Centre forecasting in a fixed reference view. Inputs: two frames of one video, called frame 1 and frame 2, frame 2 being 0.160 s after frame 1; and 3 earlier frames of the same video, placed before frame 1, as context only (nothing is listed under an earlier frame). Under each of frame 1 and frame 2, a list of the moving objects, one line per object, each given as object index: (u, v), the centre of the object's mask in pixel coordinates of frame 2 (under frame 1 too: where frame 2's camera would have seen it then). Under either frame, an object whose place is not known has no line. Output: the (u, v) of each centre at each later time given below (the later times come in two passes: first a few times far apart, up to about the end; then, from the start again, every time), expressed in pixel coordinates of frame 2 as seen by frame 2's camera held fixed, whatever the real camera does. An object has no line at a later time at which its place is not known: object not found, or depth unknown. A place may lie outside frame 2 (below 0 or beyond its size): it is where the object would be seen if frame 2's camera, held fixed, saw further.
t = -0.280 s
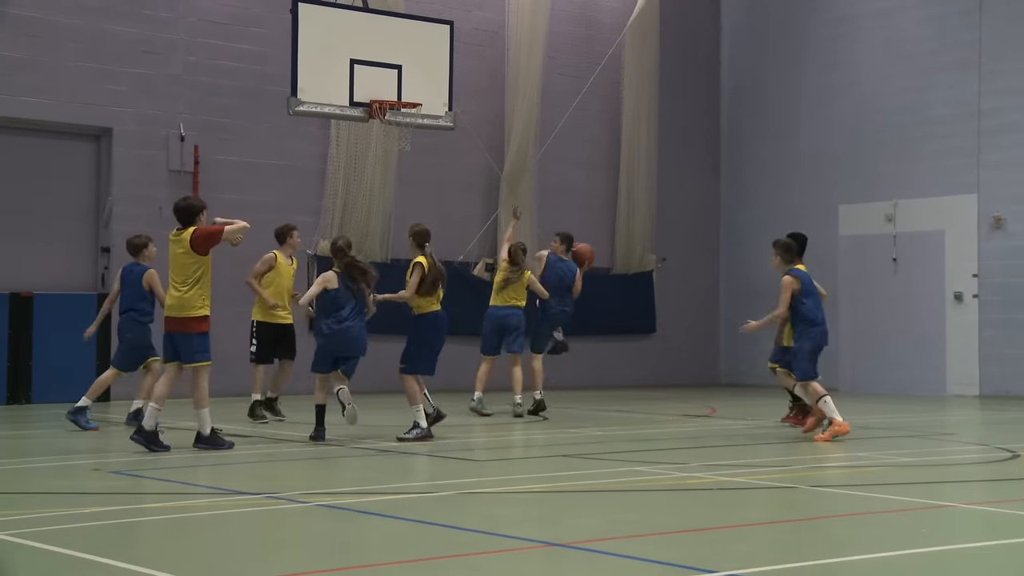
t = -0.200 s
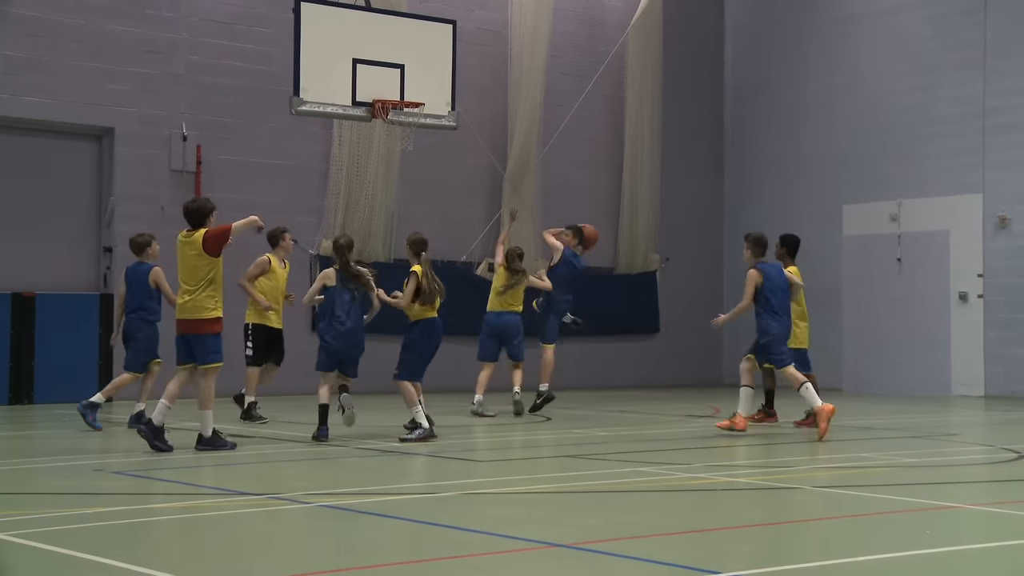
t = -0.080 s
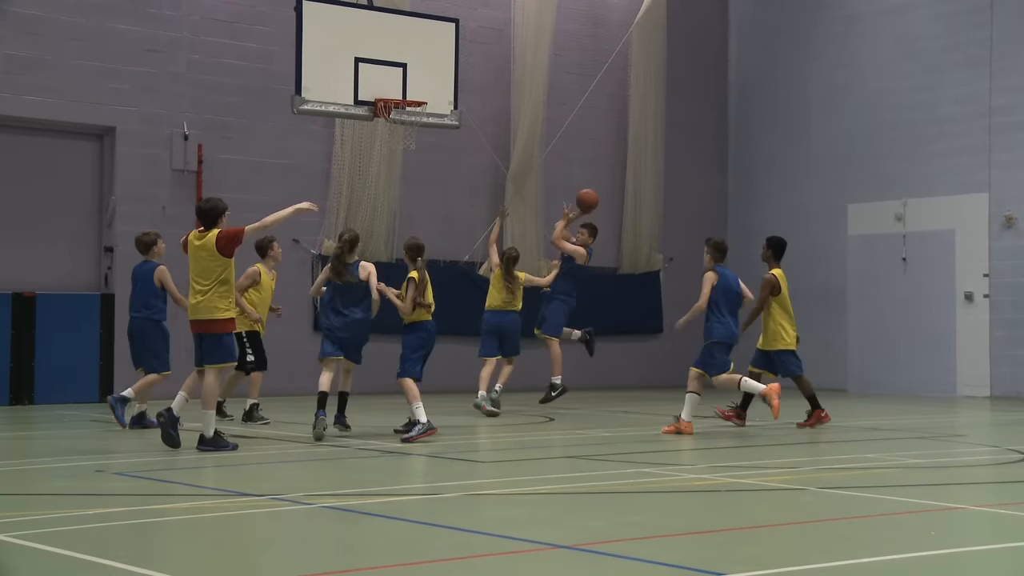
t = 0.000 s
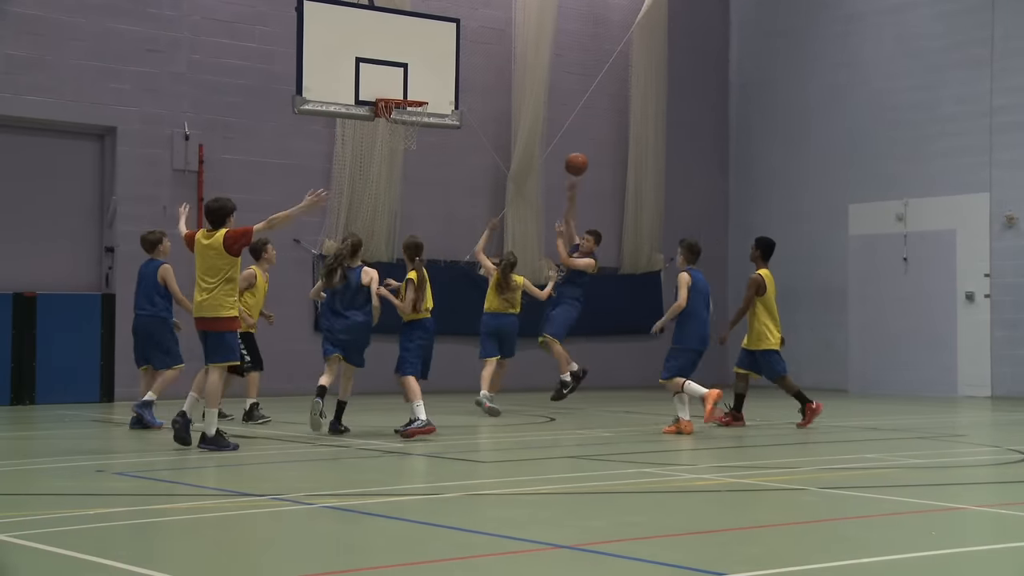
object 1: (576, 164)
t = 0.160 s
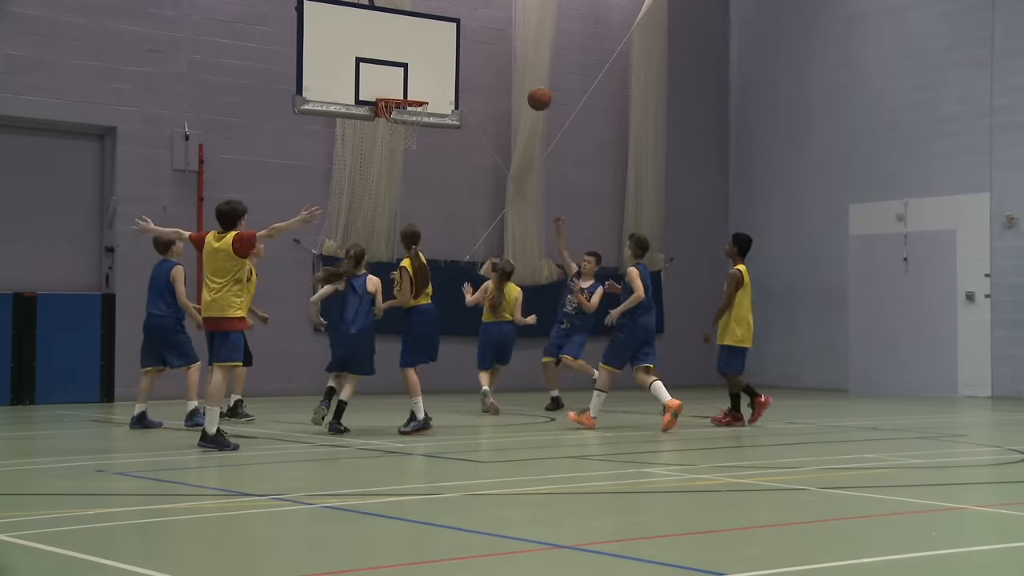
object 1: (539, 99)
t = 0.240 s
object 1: (520, 74)
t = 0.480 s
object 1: (457, 33)
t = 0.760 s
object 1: (373, 65)
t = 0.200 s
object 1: (530, 86)
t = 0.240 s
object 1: (520, 74)
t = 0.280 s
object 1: (510, 63)
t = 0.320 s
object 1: (499, 54)
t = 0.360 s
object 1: (489, 47)
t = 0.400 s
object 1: (479, 41)
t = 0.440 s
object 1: (468, 36)
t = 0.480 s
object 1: (457, 33)
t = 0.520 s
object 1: (446, 33)
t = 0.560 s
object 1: (434, 33)
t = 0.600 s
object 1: (422, 35)
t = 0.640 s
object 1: (410, 40)
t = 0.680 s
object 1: (398, 46)
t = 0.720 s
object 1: (385, 55)
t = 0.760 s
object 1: (373, 65)
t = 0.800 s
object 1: (359, 78)
